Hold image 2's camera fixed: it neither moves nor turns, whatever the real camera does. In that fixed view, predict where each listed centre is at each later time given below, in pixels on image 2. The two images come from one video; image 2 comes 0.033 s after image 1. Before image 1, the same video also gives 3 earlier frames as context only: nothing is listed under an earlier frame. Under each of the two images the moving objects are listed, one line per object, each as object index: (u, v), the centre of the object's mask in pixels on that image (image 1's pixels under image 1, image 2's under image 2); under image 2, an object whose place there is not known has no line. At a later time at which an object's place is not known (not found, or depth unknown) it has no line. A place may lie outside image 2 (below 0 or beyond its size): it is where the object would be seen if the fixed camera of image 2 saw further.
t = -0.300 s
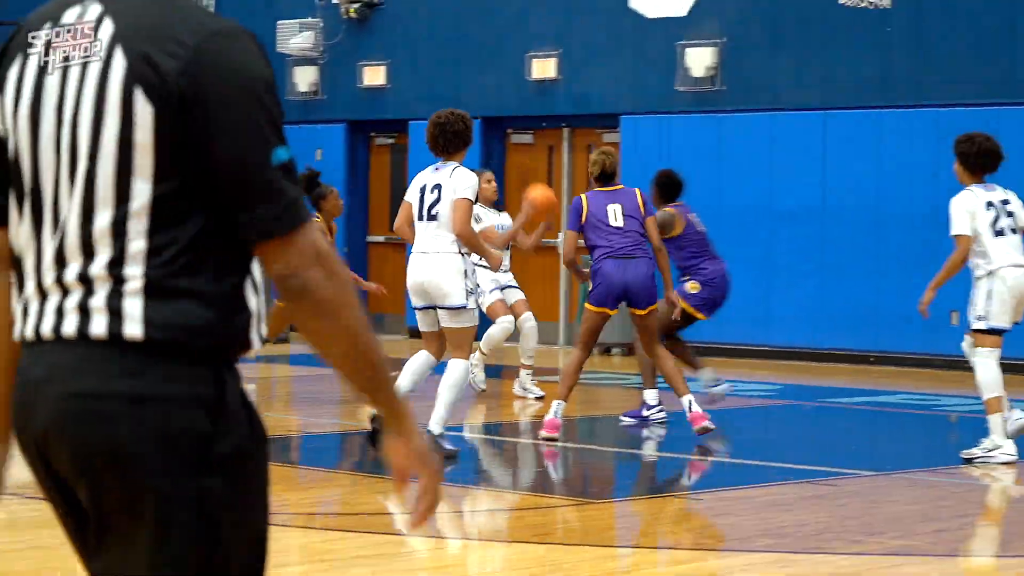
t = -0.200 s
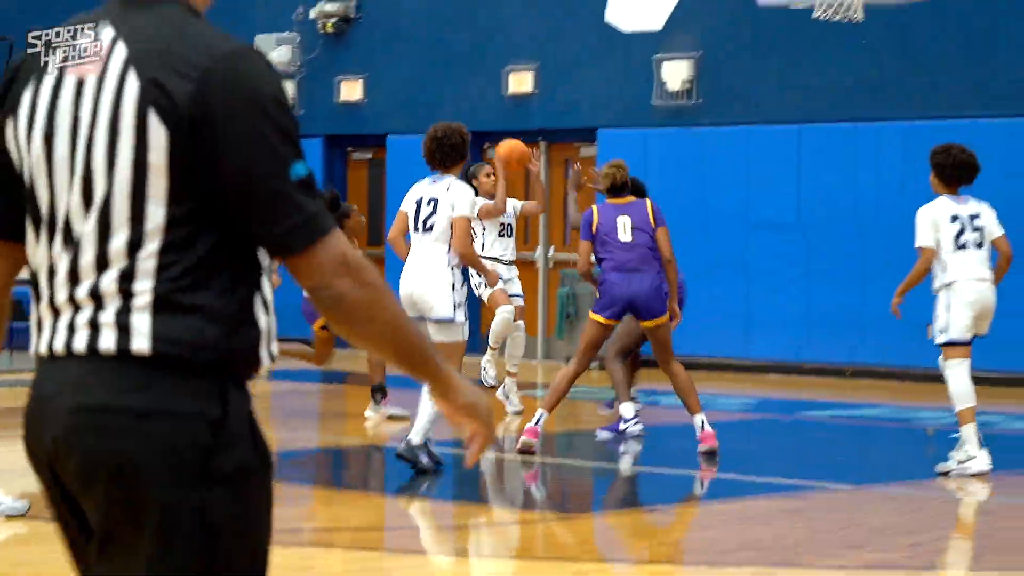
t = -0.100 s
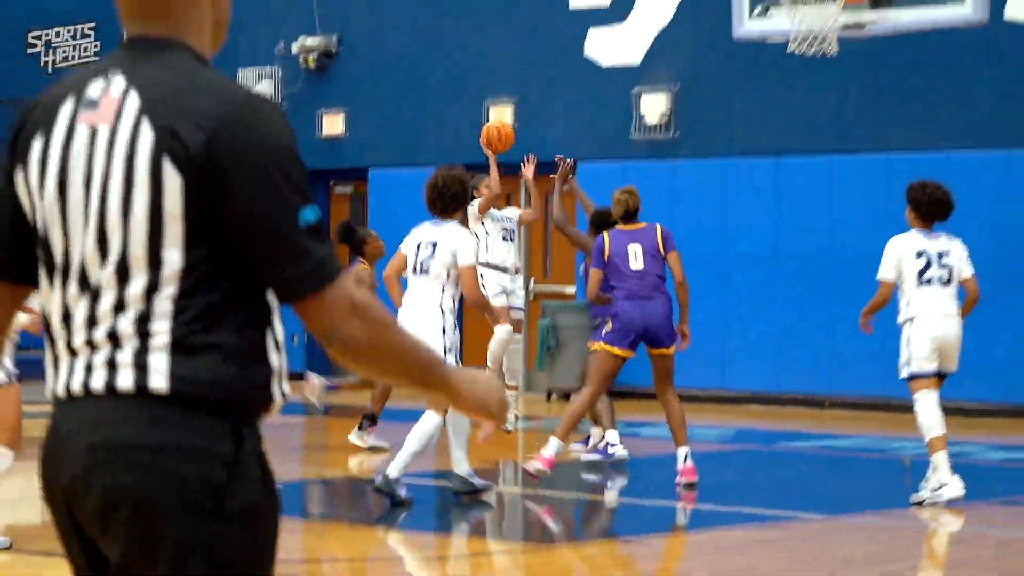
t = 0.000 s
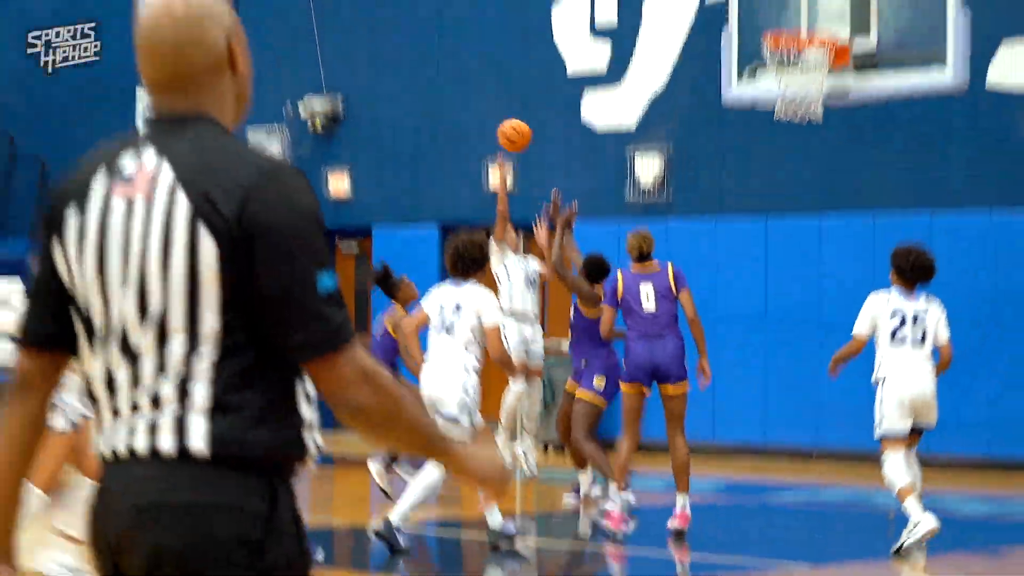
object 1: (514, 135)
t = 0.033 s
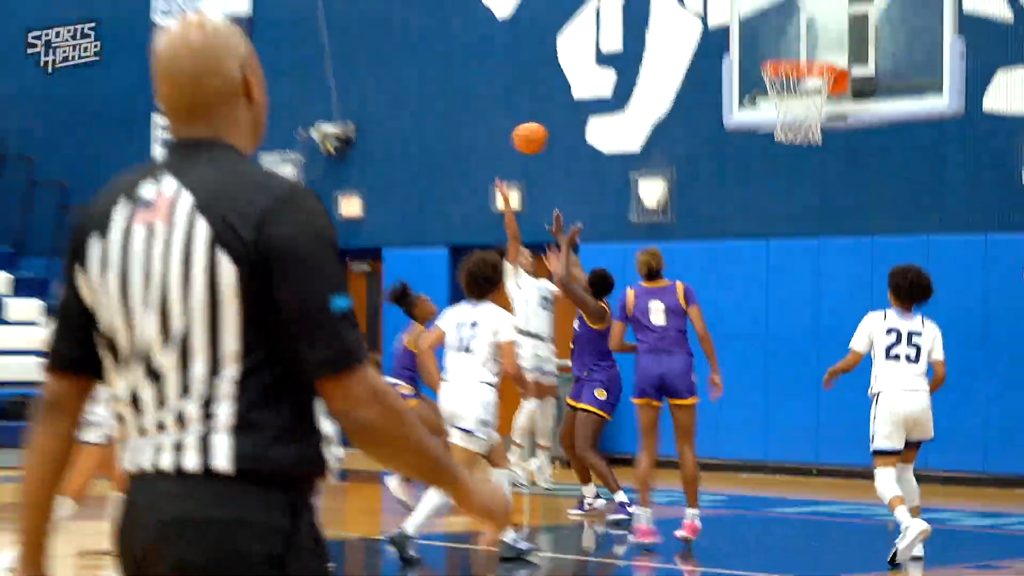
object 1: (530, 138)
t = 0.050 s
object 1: (534, 127)
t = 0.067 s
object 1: (539, 117)
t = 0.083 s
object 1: (544, 108)
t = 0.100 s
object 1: (548, 99)
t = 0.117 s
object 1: (552, 91)
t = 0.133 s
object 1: (555, 83)
